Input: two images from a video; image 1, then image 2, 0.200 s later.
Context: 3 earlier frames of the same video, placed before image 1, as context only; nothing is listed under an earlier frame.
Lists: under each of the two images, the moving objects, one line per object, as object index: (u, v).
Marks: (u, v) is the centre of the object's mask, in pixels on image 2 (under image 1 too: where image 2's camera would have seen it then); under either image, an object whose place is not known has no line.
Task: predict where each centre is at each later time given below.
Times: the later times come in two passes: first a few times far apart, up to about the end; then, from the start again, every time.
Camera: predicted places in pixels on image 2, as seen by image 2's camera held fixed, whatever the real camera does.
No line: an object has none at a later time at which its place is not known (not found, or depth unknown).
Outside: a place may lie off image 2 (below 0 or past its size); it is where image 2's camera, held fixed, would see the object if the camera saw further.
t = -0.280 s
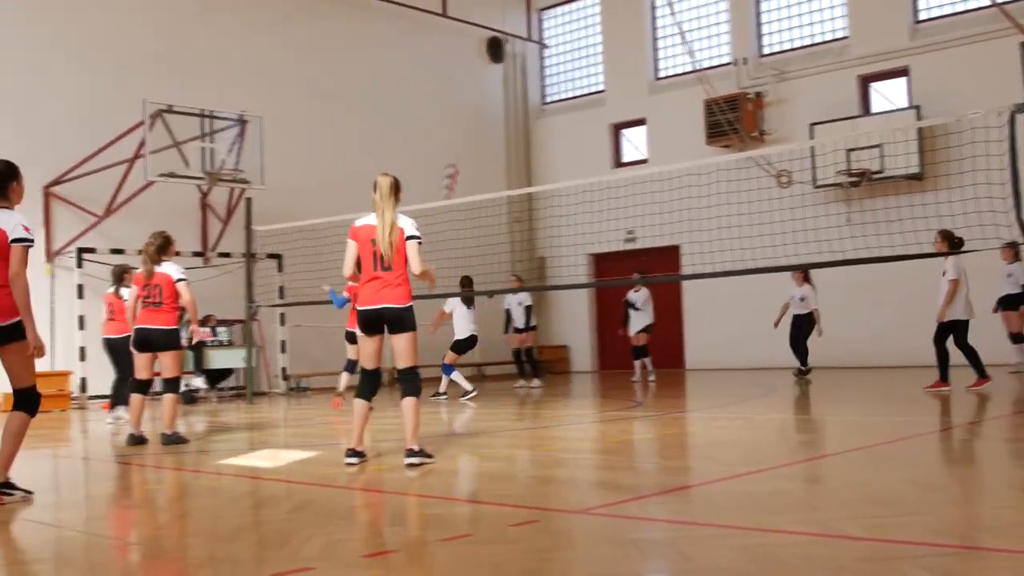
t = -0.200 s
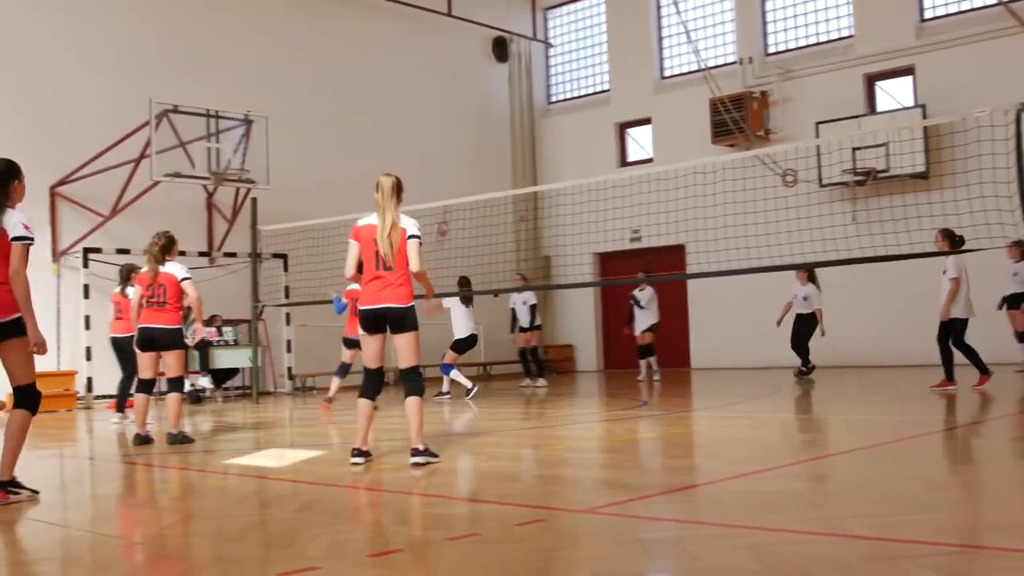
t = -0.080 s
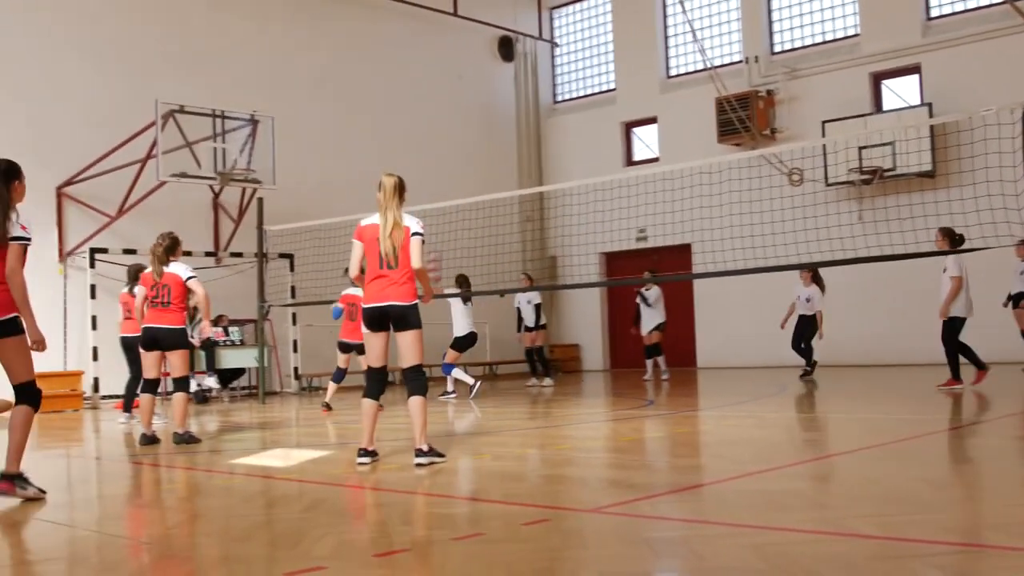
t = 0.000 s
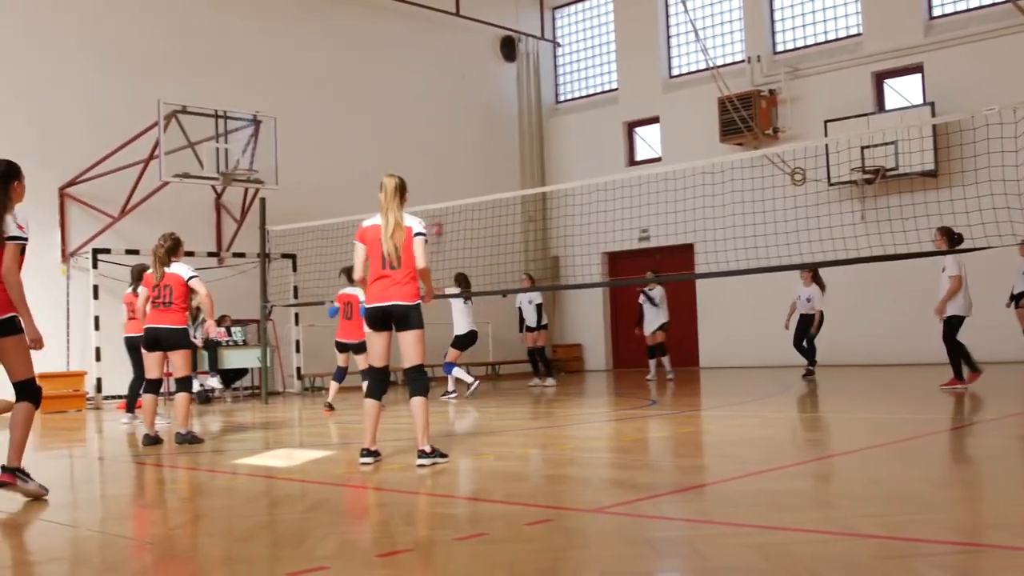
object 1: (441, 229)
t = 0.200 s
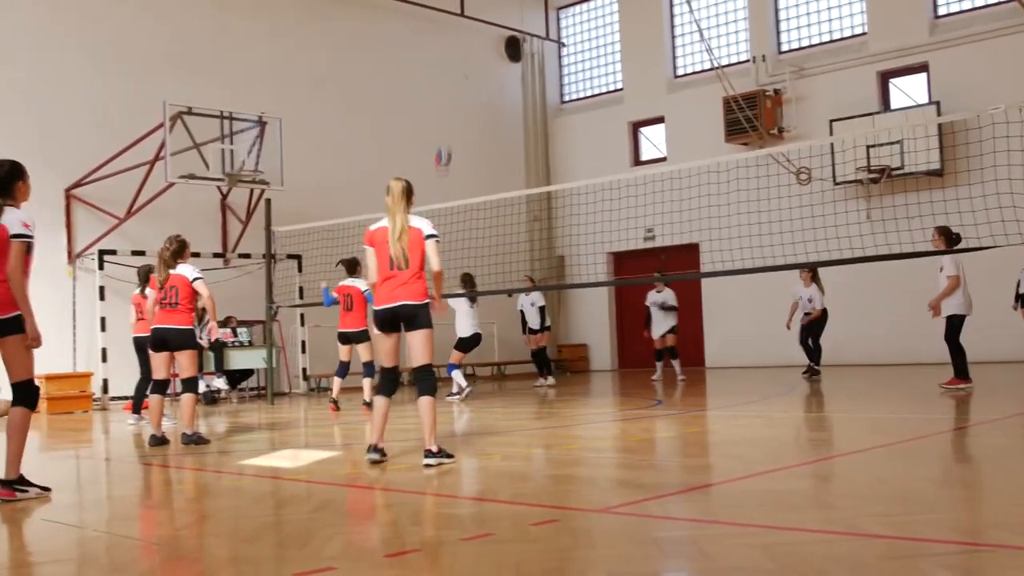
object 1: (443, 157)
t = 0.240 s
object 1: (444, 149)
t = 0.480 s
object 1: (450, 111)
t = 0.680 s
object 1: (457, 111)
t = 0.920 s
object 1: (464, 155)
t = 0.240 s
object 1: (444, 149)
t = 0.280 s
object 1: (445, 140)
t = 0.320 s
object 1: (446, 130)
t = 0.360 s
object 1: (448, 122)
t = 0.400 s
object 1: (448, 118)
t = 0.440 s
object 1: (449, 113)
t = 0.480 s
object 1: (450, 111)
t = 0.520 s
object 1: (452, 108)
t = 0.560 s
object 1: (454, 107)
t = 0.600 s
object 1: (455, 107)
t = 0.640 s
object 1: (456, 108)
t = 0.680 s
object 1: (457, 111)
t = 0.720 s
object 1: (458, 114)
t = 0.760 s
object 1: (459, 120)
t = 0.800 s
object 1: (461, 127)
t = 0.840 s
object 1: (462, 134)
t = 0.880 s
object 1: (463, 143)
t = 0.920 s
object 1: (464, 155)
